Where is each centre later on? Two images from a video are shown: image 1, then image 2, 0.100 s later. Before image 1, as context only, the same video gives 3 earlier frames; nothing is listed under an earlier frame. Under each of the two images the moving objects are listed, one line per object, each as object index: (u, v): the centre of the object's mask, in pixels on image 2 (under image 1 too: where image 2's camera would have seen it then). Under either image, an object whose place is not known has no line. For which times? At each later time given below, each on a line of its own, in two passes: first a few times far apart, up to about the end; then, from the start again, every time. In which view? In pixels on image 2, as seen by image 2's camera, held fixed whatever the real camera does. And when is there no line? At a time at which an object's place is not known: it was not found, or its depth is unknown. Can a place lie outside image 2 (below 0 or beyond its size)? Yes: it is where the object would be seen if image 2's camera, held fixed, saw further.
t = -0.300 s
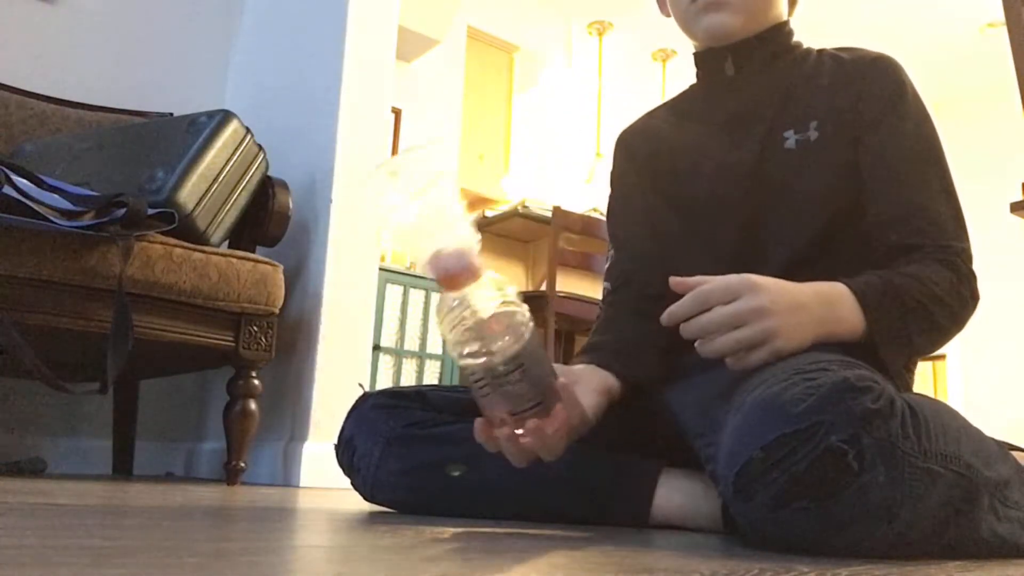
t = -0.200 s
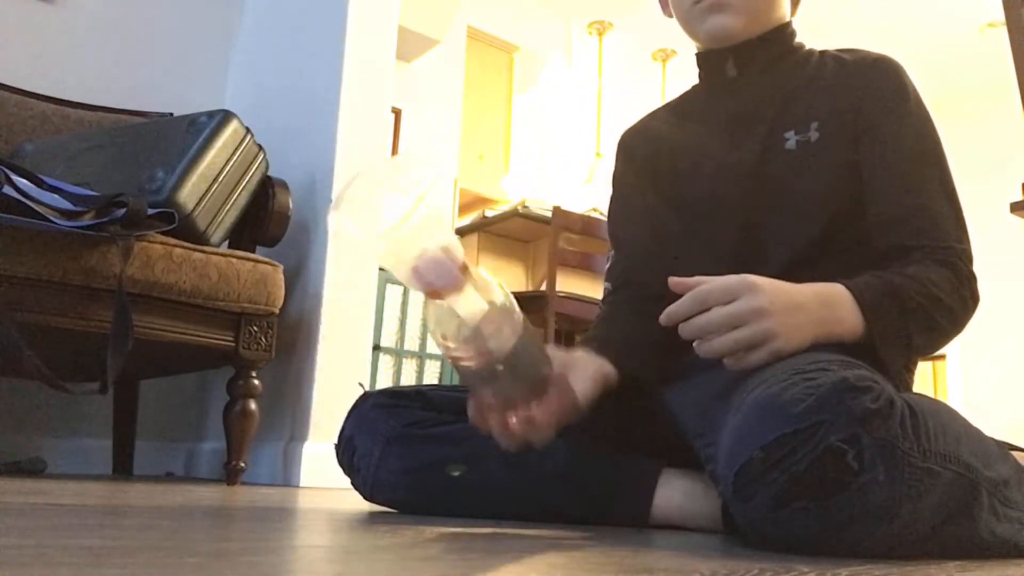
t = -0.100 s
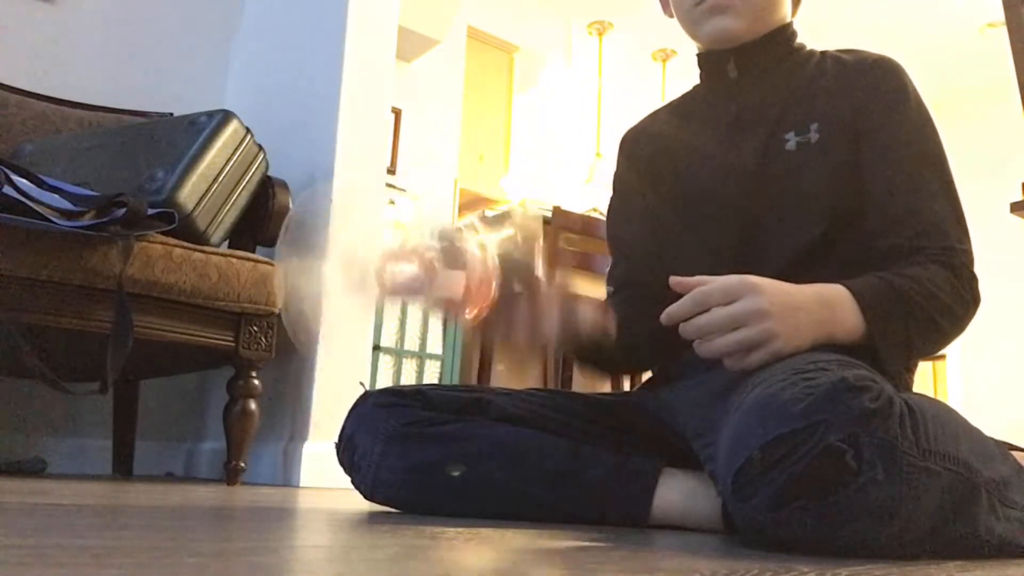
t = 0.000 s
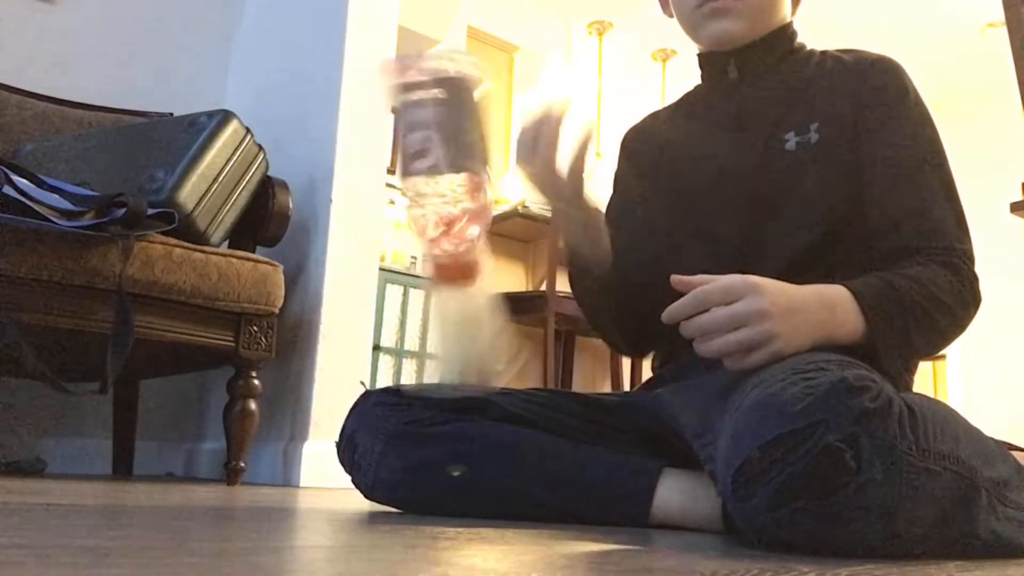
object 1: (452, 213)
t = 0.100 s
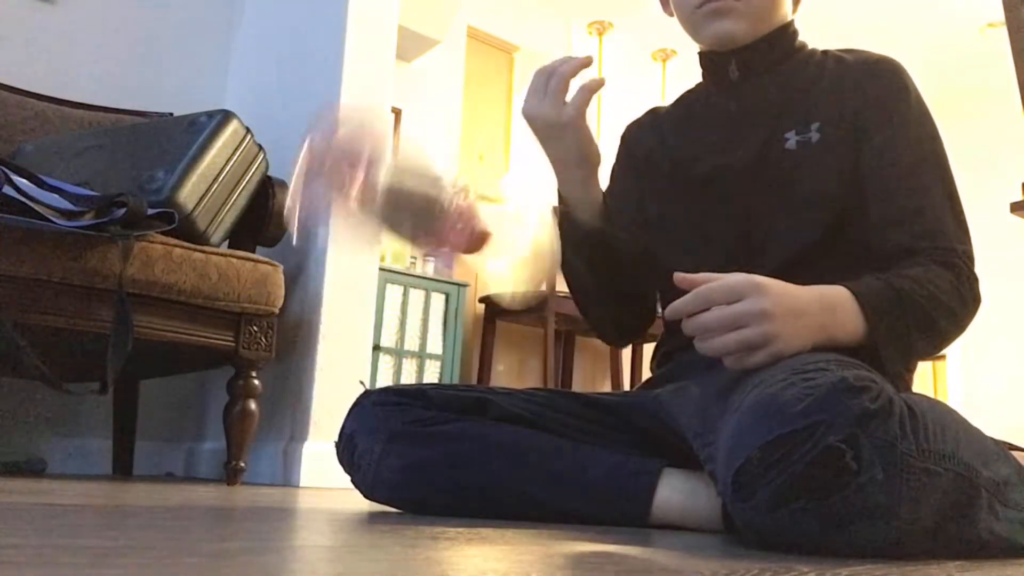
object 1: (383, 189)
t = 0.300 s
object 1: (317, 401)
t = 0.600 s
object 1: (283, 401)
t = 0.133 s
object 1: (359, 252)
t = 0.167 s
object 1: (345, 324)
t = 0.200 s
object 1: (340, 399)
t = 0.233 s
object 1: (336, 378)
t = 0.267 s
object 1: (330, 390)
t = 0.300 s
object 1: (317, 401)
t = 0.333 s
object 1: (306, 402)
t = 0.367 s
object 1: (297, 402)
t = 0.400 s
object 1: (290, 402)
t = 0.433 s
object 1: (286, 402)
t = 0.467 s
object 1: (283, 401)
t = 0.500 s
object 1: (283, 402)
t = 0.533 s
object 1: (283, 401)
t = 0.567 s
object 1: (283, 402)
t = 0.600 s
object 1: (283, 401)
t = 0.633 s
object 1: (283, 401)
